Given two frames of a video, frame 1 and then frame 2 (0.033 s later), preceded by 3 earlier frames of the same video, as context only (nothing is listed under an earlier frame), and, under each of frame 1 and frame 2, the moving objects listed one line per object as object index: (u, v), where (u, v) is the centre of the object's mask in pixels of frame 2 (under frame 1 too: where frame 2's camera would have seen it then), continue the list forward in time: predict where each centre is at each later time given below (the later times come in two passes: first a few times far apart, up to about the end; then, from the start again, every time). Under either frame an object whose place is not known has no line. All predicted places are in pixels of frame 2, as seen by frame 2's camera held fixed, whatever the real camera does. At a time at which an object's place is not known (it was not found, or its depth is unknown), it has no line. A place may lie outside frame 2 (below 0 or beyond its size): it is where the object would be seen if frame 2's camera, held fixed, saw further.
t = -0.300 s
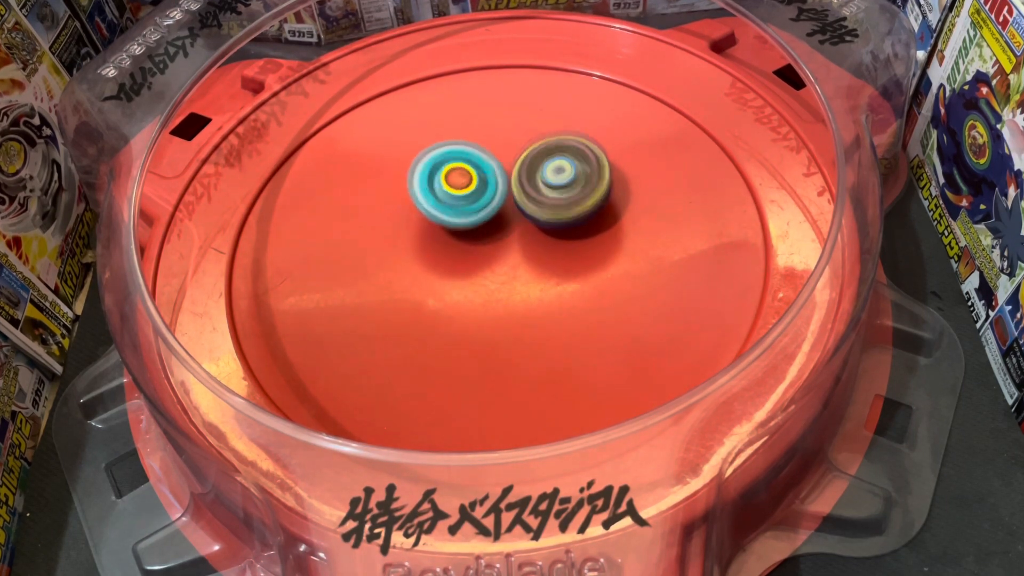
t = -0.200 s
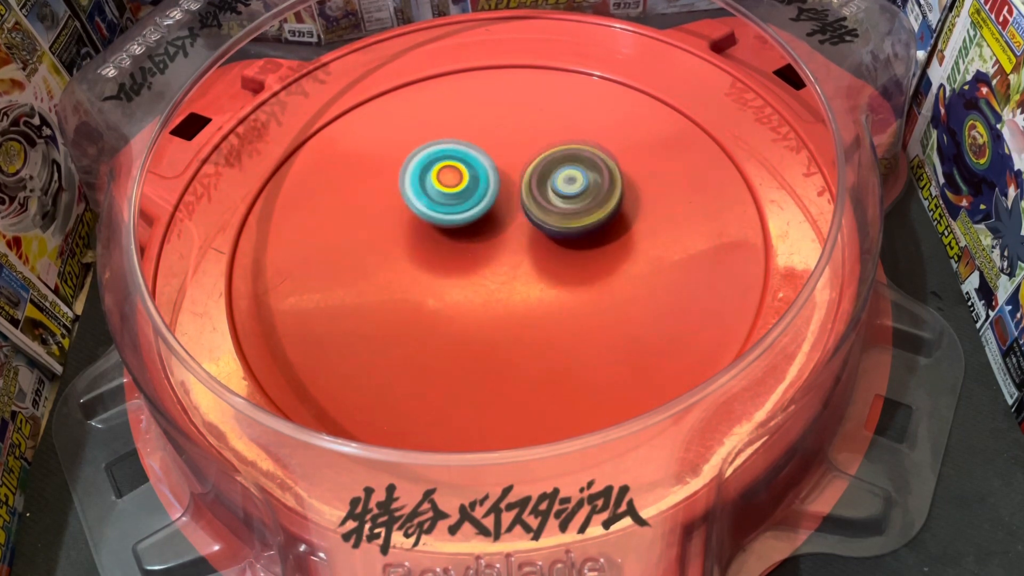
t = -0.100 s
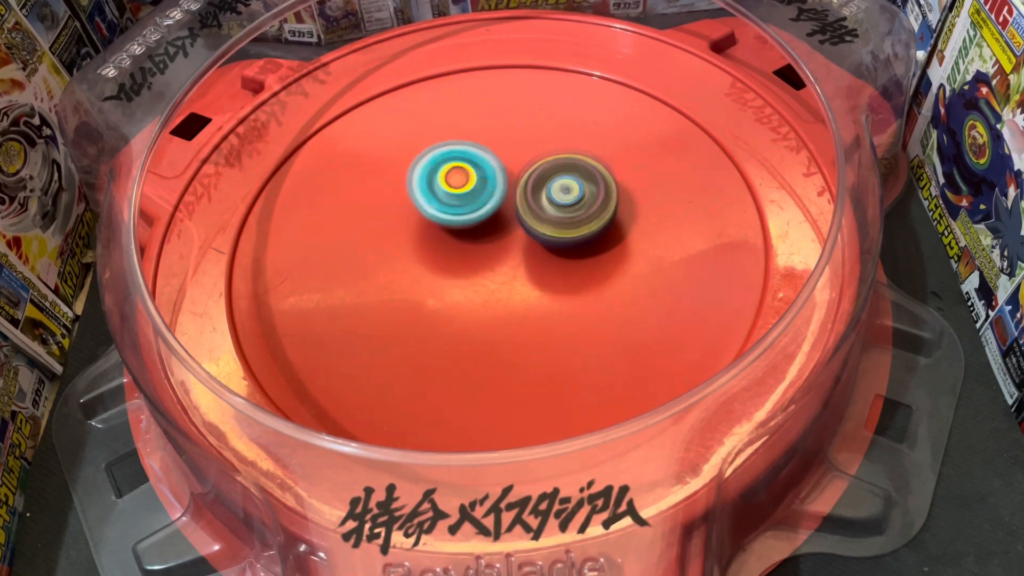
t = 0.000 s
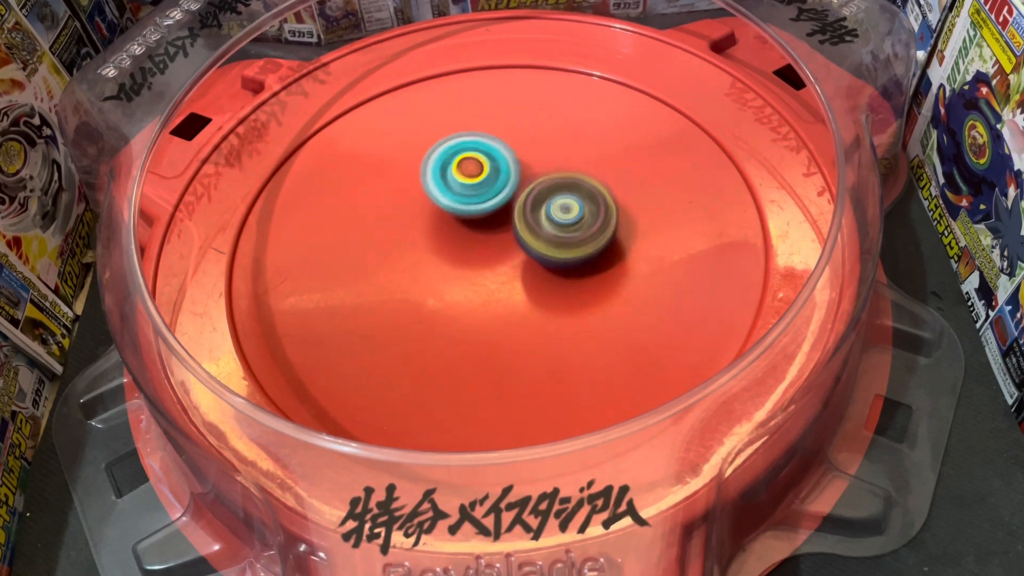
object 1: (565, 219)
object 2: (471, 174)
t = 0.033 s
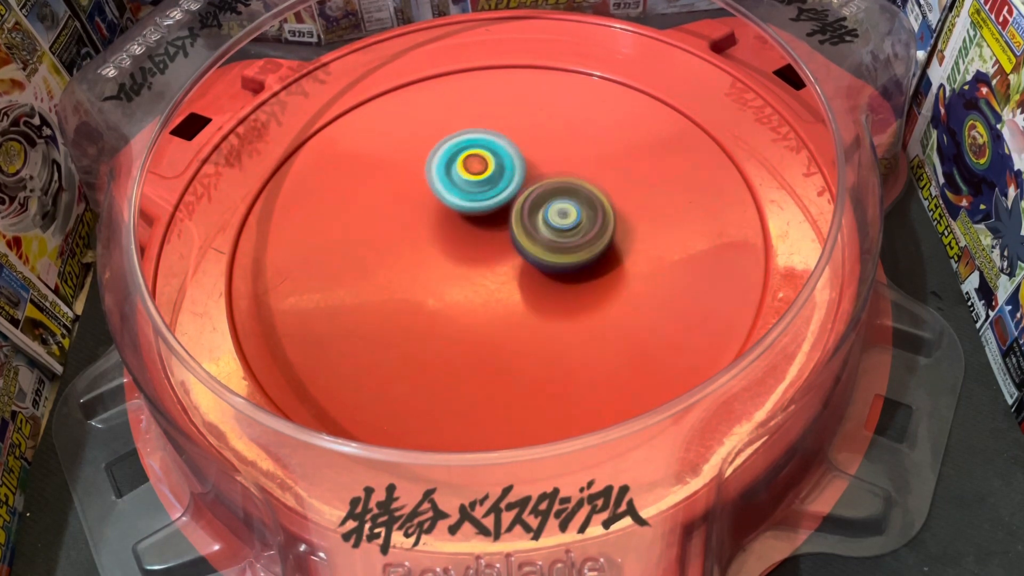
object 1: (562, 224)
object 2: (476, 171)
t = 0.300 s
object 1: (536, 258)
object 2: (514, 155)
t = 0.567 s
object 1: (522, 284)
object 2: (527, 182)
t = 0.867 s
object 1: (489, 311)
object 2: (556, 198)
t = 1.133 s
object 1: (486, 294)
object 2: (547, 205)
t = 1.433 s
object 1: (398, 341)
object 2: (567, 139)
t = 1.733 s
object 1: (401, 302)
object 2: (496, 181)
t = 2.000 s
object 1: (401, 281)
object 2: (498, 228)
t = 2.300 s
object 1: (407, 257)
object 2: (545, 262)
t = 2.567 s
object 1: (429, 239)
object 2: (551, 252)
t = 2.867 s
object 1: (364, 197)
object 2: (624, 240)
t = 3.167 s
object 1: (399, 194)
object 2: (555, 224)
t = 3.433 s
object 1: (386, 182)
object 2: (546, 260)
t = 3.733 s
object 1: (425, 189)
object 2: (499, 280)
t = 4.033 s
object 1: (466, 189)
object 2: (457, 293)
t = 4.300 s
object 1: (503, 179)
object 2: (478, 302)
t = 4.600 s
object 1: (532, 170)
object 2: (482, 251)
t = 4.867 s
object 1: (544, 169)
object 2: (452, 227)
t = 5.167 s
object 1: (560, 170)
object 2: (433, 242)
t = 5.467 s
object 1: (575, 187)
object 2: (424, 292)
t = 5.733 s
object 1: (565, 208)
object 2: (480, 284)
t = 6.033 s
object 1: (596, 167)
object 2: (447, 332)
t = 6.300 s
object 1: (571, 194)
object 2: (477, 286)
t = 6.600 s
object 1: (561, 205)
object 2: (469, 254)
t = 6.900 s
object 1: (564, 218)
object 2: (436, 246)
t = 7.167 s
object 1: (577, 232)
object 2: (434, 243)
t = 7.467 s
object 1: (576, 249)
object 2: (445, 254)
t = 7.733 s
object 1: (607, 254)
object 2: (425, 237)
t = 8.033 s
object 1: (576, 258)
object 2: (434, 240)
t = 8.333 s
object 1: (581, 267)
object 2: (438, 217)
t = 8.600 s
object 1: (555, 279)
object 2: (468, 214)
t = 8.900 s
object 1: (530, 292)
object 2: (511, 205)
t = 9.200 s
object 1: (508, 305)
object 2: (525, 210)
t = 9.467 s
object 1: (495, 307)
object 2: (507, 213)
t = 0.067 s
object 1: (558, 228)
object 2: (481, 168)
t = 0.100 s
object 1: (555, 232)
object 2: (487, 167)
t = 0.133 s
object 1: (551, 236)
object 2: (492, 165)
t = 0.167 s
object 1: (547, 239)
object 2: (498, 164)
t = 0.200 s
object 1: (544, 243)
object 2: (504, 162)
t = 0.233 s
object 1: (541, 251)
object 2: (508, 159)
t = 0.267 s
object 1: (539, 254)
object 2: (511, 157)
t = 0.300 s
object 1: (536, 258)
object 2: (514, 155)
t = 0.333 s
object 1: (534, 262)
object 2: (516, 154)
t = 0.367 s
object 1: (532, 265)
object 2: (517, 154)
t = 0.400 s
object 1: (530, 269)
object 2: (519, 156)
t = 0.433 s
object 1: (528, 273)
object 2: (519, 160)
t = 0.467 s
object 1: (526, 275)
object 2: (520, 164)
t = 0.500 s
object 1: (525, 278)
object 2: (522, 169)
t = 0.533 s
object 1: (524, 281)
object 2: (524, 175)
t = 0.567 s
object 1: (522, 284)
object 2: (527, 182)
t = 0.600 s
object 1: (521, 286)
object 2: (530, 189)
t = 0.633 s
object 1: (520, 288)
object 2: (533, 196)
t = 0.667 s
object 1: (518, 290)
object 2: (537, 203)
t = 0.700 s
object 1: (517, 295)
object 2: (542, 206)
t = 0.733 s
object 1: (509, 304)
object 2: (549, 202)
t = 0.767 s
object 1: (500, 309)
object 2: (552, 198)
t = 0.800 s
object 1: (494, 312)
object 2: (555, 198)
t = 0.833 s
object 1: (491, 311)
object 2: (555, 198)
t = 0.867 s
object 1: (489, 311)
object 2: (556, 198)
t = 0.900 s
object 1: (488, 309)
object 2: (557, 197)
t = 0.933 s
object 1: (488, 308)
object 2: (558, 196)
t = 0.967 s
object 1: (487, 306)
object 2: (559, 195)
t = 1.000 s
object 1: (487, 304)
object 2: (558, 196)
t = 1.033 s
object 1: (487, 302)
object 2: (556, 197)
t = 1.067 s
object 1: (487, 300)
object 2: (554, 199)
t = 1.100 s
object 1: (487, 297)
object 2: (551, 202)
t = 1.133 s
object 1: (486, 294)
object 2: (547, 205)
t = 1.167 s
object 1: (486, 291)
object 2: (544, 210)
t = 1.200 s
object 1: (478, 297)
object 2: (548, 206)
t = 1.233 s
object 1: (452, 319)
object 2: (563, 186)
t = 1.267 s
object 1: (433, 333)
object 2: (573, 170)
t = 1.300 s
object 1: (417, 343)
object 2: (578, 158)
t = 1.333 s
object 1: (407, 348)
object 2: (579, 150)
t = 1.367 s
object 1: (403, 346)
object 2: (577, 145)
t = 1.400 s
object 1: (400, 343)
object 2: (572, 141)
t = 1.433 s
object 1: (398, 341)
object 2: (567, 139)
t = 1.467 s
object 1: (397, 337)
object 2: (560, 137)
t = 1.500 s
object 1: (396, 332)
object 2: (553, 137)
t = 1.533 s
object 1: (395, 329)
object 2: (544, 138)
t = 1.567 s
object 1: (395, 325)
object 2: (534, 141)
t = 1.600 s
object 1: (396, 321)
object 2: (525, 147)
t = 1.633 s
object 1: (396, 316)
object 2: (516, 154)
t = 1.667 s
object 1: (398, 312)
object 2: (509, 163)
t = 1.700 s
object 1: (399, 307)
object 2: (502, 172)
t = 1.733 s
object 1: (401, 302)
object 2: (496, 181)
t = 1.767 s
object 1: (403, 297)
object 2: (491, 191)
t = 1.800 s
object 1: (406, 292)
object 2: (486, 200)
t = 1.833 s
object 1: (409, 287)
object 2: (482, 209)
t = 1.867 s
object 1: (409, 283)
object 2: (482, 216)
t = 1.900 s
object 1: (403, 287)
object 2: (488, 216)
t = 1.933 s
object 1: (401, 286)
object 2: (493, 218)
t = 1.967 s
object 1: (401, 284)
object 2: (496, 222)
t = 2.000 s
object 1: (401, 281)
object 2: (498, 228)
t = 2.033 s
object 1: (401, 278)
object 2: (500, 234)
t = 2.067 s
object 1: (398, 277)
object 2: (505, 240)
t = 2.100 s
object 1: (397, 274)
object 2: (512, 244)
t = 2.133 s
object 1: (397, 271)
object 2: (518, 249)
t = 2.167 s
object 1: (399, 268)
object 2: (524, 252)
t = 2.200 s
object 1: (401, 266)
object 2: (529, 256)
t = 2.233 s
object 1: (403, 263)
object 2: (535, 258)
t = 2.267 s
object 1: (405, 260)
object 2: (540, 260)
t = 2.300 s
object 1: (407, 257)
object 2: (545, 262)
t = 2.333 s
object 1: (409, 254)
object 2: (550, 262)
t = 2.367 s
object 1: (412, 251)
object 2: (555, 262)
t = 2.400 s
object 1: (415, 249)
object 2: (559, 262)
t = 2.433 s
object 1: (418, 246)
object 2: (560, 260)
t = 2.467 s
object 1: (420, 244)
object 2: (560, 258)
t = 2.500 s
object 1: (423, 243)
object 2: (558, 256)
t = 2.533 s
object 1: (426, 241)
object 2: (555, 254)
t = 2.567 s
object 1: (429, 239)
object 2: (551, 252)
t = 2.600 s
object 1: (432, 237)
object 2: (545, 251)
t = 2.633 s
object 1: (425, 233)
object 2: (550, 251)
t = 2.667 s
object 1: (398, 223)
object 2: (575, 254)
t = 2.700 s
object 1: (378, 216)
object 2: (595, 254)
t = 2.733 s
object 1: (366, 209)
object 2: (608, 253)
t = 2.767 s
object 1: (360, 205)
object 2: (615, 251)
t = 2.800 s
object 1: (360, 202)
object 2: (620, 248)
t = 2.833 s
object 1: (362, 198)
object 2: (623, 244)
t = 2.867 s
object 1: (364, 197)
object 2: (624, 240)
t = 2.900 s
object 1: (367, 195)
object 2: (624, 236)
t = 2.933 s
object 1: (370, 193)
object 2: (622, 231)
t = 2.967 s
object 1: (374, 192)
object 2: (618, 227)
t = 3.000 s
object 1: (377, 192)
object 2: (610, 224)
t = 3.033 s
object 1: (381, 192)
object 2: (600, 222)
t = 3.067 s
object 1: (386, 191)
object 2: (589, 221)
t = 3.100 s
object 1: (390, 192)
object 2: (578, 222)
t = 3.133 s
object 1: (395, 193)
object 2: (566, 223)
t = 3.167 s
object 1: (399, 194)
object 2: (555, 224)
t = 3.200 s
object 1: (404, 195)
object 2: (544, 225)
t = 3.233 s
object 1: (409, 195)
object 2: (534, 227)
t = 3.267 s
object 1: (414, 198)
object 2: (524, 228)
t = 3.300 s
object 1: (417, 199)
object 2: (514, 230)
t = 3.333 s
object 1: (403, 192)
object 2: (526, 239)
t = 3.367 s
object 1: (391, 186)
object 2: (538, 248)
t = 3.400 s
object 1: (386, 182)
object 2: (544, 254)
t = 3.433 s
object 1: (386, 182)
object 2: (546, 260)
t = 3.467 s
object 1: (389, 182)
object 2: (544, 264)
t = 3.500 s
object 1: (392, 182)
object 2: (540, 266)
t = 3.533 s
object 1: (396, 182)
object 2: (535, 268)
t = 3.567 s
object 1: (401, 183)
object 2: (530, 270)
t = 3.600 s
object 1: (406, 185)
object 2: (524, 272)
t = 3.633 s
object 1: (410, 185)
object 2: (518, 274)
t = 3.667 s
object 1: (415, 188)
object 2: (512, 276)
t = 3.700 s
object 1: (420, 189)
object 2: (506, 278)
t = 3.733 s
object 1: (425, 189)
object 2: (499, 280)
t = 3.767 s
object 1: (430, 191)
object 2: (493, 282)
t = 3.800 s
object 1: (435, 194)
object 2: (488, 283)
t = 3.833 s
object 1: (439, 195)
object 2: (483, 284)
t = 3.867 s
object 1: (444, 194)
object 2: (478, 284)
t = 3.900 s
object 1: (448, 196)
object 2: (473, 284)
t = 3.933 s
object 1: (452, 196)
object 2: (469, 284)
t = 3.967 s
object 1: (456, 196)
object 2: (465, 283)
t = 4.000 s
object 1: (461, 197)
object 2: (461, 283)
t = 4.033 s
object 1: (466, 189)
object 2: (457, 293)
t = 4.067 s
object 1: (471, 184)
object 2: (455, 299)
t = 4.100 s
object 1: (475, 183)
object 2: (456, 303)
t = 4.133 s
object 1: (481, 182)
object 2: (457, 306)
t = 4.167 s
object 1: (486, 182)
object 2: (460, 308)
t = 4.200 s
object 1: (490, 182)
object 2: (464, 309)
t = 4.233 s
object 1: (494, 180)
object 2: (469, 308)
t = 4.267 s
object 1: (499, 180)
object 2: (473, 306)
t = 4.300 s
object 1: (503, 179)
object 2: (478, 302)
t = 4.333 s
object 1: (507, 179)
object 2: (482, 296)
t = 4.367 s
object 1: (510, 178)
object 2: (486, 289)
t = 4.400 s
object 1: (514, 177)
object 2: (488, 283)
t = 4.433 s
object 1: (518, 176)
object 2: (489, 275)
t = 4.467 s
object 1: (521, 176)
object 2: (490, 268)
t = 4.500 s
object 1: (523, 176)
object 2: (490, 262)
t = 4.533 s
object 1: (526, 174)
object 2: (489, 256)
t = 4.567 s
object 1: (530, 172)
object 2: (487, 253)
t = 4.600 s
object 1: (532, 170)
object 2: (482, 251)
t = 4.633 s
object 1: (534, 168)
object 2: (479, 247)
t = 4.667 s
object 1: (537, 168)
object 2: (475, 243)
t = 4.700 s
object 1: (539, 168)
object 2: (471, 240)
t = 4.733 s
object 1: (540, 167)
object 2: (467, 236)
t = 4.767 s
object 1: (541, 167)
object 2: (464, 233)
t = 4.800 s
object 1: (543, 168)
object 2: (460, 231)
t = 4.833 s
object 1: (543, 167)
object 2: (456, 228)
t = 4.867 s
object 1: (544, 169)
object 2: (452, 227)
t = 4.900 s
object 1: (544, 169)
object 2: (449, 226)
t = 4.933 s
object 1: (544, 171)
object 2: (447, 226)
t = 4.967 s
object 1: (544, 172)
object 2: (446, 226)
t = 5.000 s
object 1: (543, 173)
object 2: (446, 226)
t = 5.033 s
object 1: (543, 174)
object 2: (447, 226)
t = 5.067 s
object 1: (543, 176)
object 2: (449, 227)
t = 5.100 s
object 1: (541, 178)
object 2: (451, 228)
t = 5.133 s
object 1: (544, 177)
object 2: (450, 231)
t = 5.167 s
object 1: (560, 170)
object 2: (433, 242)
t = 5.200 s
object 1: (572, 166)
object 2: (421, 252)
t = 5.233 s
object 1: (577, 165)
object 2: (413, 259)
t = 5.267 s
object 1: (580, 166)
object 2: (410, 266)
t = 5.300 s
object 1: (580, 169)
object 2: (410, 271)
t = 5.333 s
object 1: (580, 172)
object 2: (410, 276)
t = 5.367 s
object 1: (579, 176)
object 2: (413, 280)
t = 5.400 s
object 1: (579, 179)
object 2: (416, 284)
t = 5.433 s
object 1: (577, 183)
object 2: (419, 288)
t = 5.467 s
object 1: (575, 187)
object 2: (424, 292)
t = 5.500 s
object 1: (572, 191)
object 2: (430, 294)
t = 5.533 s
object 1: (570, 196)
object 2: (438, 295)
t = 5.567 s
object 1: (567, 199)
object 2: (448, 295)
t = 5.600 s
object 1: (566, 202)
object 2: (457, 294)
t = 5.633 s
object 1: (564, 205)
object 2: (465, 291)
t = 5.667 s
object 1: (562, 208)
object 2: (474, 287)
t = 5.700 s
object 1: (561, 212)
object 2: (482, 283)
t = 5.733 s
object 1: (565, 208)
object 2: (480, 284)
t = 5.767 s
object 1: (580, 188)
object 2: (463, 302)
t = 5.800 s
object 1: (591, 173)
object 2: (450, 315)
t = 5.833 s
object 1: (598, 162)
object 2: (441, 323)
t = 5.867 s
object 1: (601, 157)
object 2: (437, 327)
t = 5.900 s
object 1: (601, 156)
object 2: (437, 329)
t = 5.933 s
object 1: (601, 157)
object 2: (438, 331)
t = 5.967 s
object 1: (600, 160)
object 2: (440, 333)
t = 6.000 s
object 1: (599, 164)
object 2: (443, 333)
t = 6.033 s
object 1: (596, 167)
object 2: (447, 332)
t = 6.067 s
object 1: (594, 171)
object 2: (450, 330)
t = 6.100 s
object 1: (591, 173)
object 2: (454, 327)
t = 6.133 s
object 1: (588, 177)
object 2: (459, 321)
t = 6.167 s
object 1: (585, 181)
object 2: (464, 315)
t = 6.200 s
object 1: (581, 185)
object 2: (468, 308)
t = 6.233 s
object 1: (578, 188)
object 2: (471, 300)
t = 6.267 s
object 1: (574, 190)
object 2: (474, 293)
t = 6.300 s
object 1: (571, 194)
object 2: (477, 286)
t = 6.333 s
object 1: (568, 197)
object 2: (480, 279)
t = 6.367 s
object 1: (565, 200)
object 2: (482, 273)
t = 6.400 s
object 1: (562, 203)
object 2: (484, 267)
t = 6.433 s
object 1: (563, 202)
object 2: (481, 265)
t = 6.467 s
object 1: (564, 202)
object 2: (477, 263)
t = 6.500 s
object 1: (562, 203)
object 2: (476, 260)
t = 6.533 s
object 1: (562, 202)
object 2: (472, 260)
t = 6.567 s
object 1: (561, 203)
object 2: (470, 258)
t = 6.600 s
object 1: (561, 205)
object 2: (469, 254)
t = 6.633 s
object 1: (566, 203)
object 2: (461, 253)
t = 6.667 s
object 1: (567, 204)
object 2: (455, 251)
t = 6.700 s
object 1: (567, 206)
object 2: (450, 249)
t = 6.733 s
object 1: (566, 208)
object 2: (445, 248)
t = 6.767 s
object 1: (566, 210)
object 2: (442, 247)
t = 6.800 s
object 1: (565, 212)
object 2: (439, 246)
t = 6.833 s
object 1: (565, 214)
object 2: (437, 246)
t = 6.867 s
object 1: (564, 216)
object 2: (436, 246)
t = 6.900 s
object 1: (564, 218)
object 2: (436, 246)
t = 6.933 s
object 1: (563, 221)
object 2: (438, 246)
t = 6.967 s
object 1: (563, 222)
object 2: (440, 245)
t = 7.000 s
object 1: (562, 225)
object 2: (443, 245)
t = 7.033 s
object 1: (561, 227)
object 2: (447, 244)
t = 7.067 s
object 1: (561, 229)
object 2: (451, 243)
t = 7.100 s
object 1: (569, 230)
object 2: (446, 243)
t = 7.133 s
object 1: (576, 231)
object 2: (439, 243)
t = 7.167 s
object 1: (577, 232)
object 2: (434, 243)
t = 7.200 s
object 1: (577, 234)
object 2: (430, 244)
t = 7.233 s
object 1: (577, 236)
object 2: (427, 246)
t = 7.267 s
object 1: (577, 238)
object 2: (425, 247)
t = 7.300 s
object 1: (577, 240)
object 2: (425, 249)
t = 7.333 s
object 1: (577, 242)
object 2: (427, 251)
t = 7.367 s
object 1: (577, 244)
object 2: (430, 252)
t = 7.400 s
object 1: (577, 245)
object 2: (434, 253)
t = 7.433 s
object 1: (576, 247)
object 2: (439, 254)
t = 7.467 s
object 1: (576, 249)
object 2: (445, 254)
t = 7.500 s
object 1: (575, 251)
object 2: (453, 253)
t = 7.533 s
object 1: (575, 252)
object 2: (460, 251)
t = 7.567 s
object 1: (574, 255)
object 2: (466, 249)
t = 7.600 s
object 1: (589, 255)
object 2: (455, 246)
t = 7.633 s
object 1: (603, 253)
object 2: (443, 242)
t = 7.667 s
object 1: (609, 253)
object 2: (434, 239)
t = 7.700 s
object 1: (609, 253)
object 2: (429, 238)
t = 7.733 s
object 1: (607, 254)
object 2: (425, 237)
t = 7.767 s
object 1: (605, 255)
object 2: (421, 237)
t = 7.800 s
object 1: (602, 256)
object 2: (417, 237)
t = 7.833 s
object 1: (599, 257)
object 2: (415, 237)
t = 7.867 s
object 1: (595, 257)
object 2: (415, 238)
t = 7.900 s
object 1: (591, 257)
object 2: (416, 238)
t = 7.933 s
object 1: (587, 258)
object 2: (419, 239)
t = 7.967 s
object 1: (583, 258)
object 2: (422, 240)
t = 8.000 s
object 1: (580, 258)
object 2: (428, 240)
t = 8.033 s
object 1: (576, 258)
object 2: (434, 240)
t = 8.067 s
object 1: (573, 258)
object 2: (441, 239)
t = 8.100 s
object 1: (570, 259)
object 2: (448, 239)
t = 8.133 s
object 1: (566, 259)
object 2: (455, 238)
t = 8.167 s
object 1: (564, 259)
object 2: (460, 236)
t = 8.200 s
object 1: (576, 262)
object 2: (450, 230)
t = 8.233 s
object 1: (586, 265)
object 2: (442, 224)
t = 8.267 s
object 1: (587, 266)
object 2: (439, 220)
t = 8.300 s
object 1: (584, 266)
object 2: (438, 218)
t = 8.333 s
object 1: (581, 267)
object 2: (438, 217)
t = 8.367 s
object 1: (577, 269)
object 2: (439, 216)
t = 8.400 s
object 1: (574, 270)
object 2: (440, 215)
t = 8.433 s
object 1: (571, 271)
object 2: (442, 215)
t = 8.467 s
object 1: (568, 273)
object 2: (446, 215)
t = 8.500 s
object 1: (565, 274)
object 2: (451, 215)
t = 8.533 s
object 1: (562, 276)
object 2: (456, 215)
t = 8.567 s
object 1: (559, 277)
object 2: (462, 214)
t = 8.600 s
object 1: (555, 279)
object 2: (468, 214)
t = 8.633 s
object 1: (553, 281)
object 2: (473, 214)
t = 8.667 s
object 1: (549, 282)
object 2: (479, 213)
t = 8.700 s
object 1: (546, 284)
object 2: (484, 213)
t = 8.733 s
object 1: (543, 286)
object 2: (489, 212)
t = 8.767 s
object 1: (541, 287)
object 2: (493, 210)
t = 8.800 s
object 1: (538, 289)
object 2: (498, 208)
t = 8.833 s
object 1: (535, 290)
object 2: (503, 207)
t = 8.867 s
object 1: (533, 292)
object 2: (507, 206)
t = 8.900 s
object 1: (530, 292)
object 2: (511, 205)
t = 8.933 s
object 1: (527, 293)
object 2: (514, 205)
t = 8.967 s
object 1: (525, 294)
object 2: (518, 204)
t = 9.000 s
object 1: (523, 295)
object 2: (519, 205)
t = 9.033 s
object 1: (520, 296)
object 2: (521, 206)
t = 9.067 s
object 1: (518, 296)
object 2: (522, 207)
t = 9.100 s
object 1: (516, 297)
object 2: (523, 209)
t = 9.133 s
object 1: (514, 298)
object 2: (524, 211)
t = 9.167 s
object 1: (512, 300)
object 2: (524, 212)
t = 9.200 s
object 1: (508, 305)
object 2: (525, 210)
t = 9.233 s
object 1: (507, 306)
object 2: (525, 208)
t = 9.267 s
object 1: (505, 306)
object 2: (525, 207)
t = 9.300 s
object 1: (503, 307)
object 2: (523, 206)
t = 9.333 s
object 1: (501, 307)
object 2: (520, 206)
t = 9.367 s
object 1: (499, 307)
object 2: (518, 207)
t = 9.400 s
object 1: (498, 308)
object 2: (515, 208)
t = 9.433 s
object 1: (496, 307)
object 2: (511, 210)
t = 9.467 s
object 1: (495, 307)
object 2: (507, 213)
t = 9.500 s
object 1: (493, 307)
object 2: (504, 216)
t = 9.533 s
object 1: (492, 307)
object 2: (500, 219)
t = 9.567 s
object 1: (491, 313)
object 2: (498, 215)
